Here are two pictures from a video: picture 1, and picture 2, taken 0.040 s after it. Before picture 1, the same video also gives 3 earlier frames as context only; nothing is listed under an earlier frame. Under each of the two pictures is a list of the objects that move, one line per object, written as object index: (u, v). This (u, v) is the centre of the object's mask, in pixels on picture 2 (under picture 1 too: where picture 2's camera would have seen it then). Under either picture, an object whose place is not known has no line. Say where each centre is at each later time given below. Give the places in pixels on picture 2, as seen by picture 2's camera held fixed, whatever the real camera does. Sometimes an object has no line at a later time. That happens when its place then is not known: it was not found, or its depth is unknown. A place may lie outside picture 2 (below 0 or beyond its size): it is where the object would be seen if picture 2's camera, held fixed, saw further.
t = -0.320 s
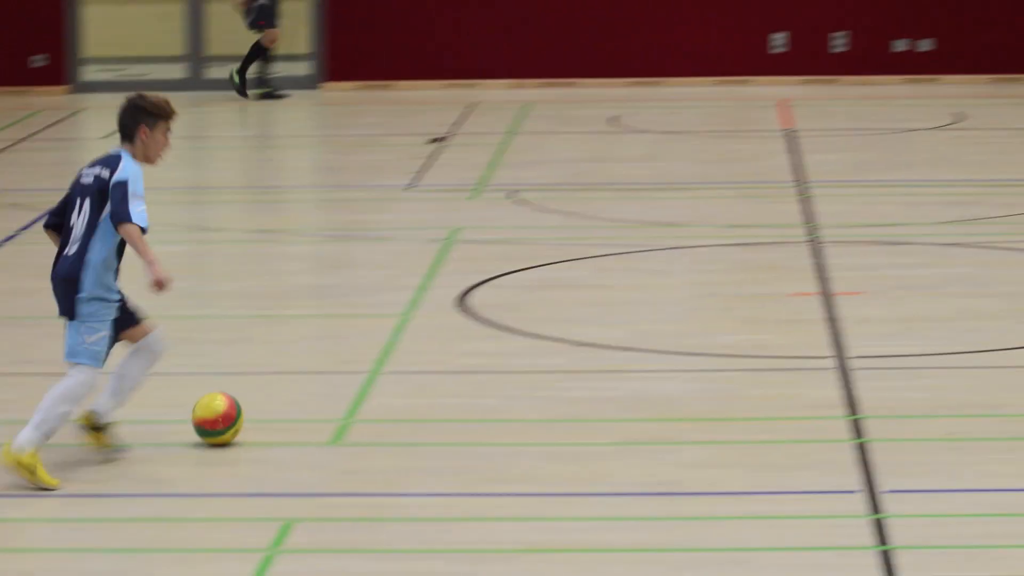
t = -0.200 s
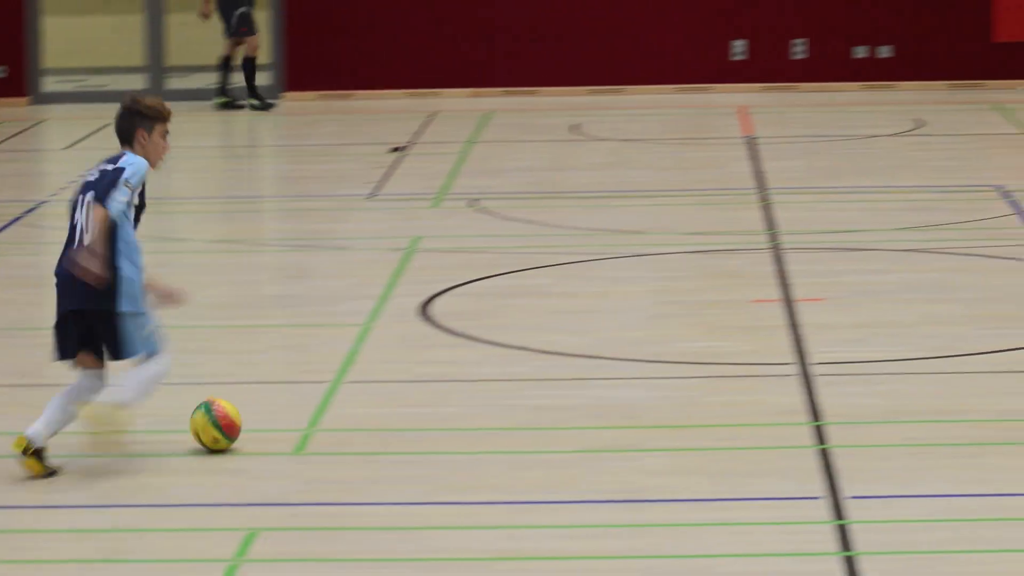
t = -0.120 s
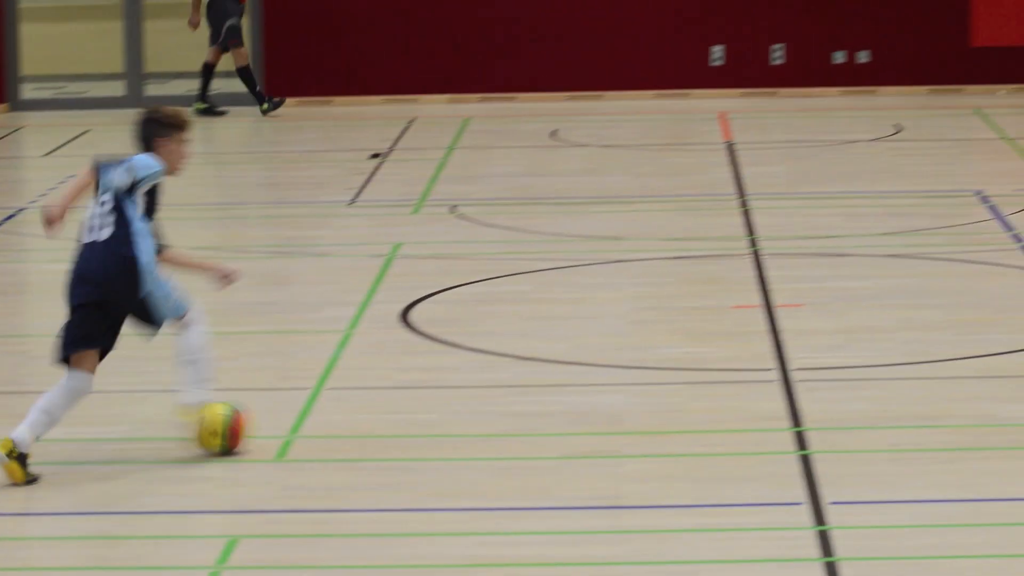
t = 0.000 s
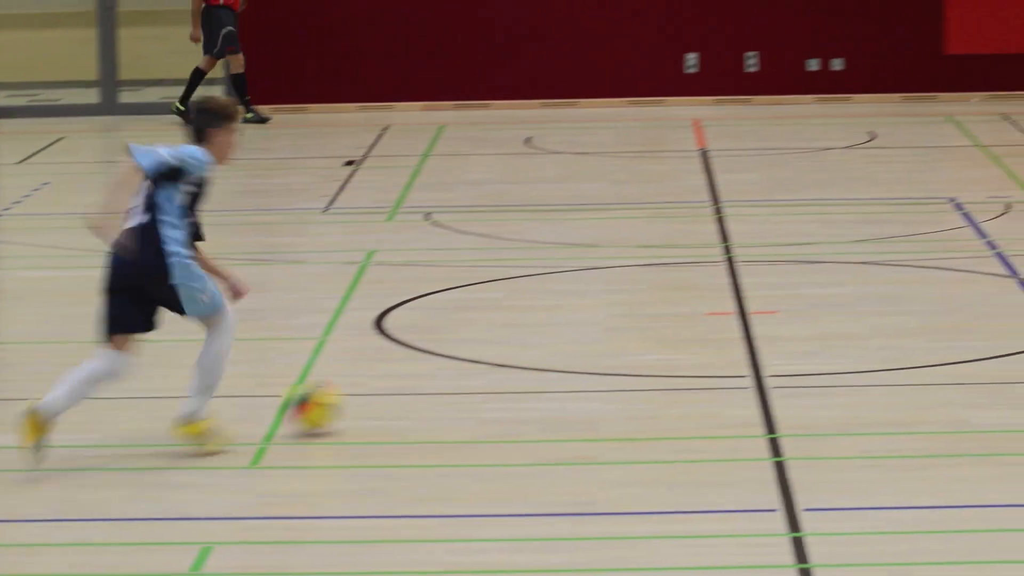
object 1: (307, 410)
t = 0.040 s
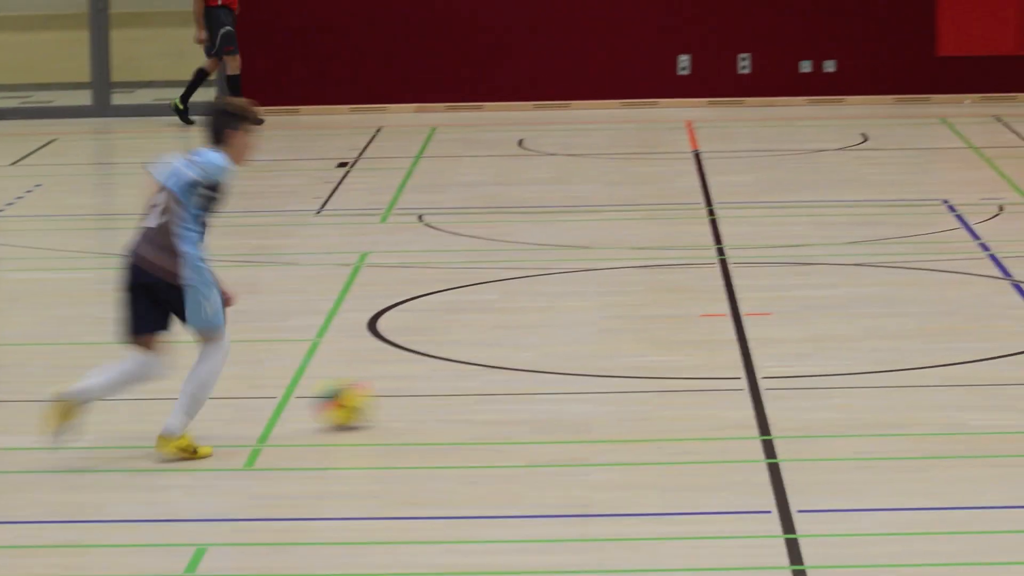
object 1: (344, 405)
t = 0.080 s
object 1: (379, 396)
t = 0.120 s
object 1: (413, 389)
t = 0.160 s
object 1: (442, 383)
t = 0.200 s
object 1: (473, 376)
